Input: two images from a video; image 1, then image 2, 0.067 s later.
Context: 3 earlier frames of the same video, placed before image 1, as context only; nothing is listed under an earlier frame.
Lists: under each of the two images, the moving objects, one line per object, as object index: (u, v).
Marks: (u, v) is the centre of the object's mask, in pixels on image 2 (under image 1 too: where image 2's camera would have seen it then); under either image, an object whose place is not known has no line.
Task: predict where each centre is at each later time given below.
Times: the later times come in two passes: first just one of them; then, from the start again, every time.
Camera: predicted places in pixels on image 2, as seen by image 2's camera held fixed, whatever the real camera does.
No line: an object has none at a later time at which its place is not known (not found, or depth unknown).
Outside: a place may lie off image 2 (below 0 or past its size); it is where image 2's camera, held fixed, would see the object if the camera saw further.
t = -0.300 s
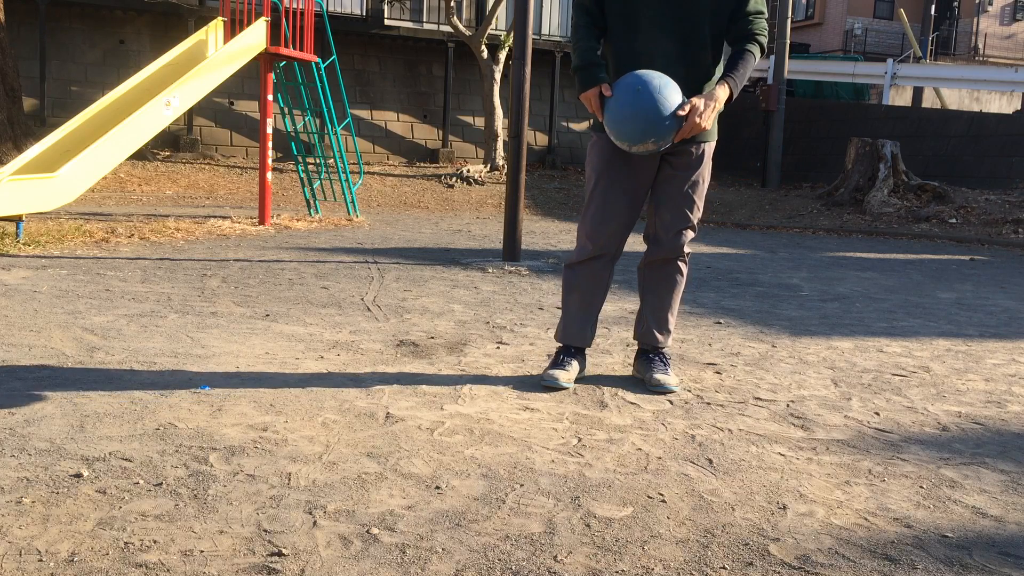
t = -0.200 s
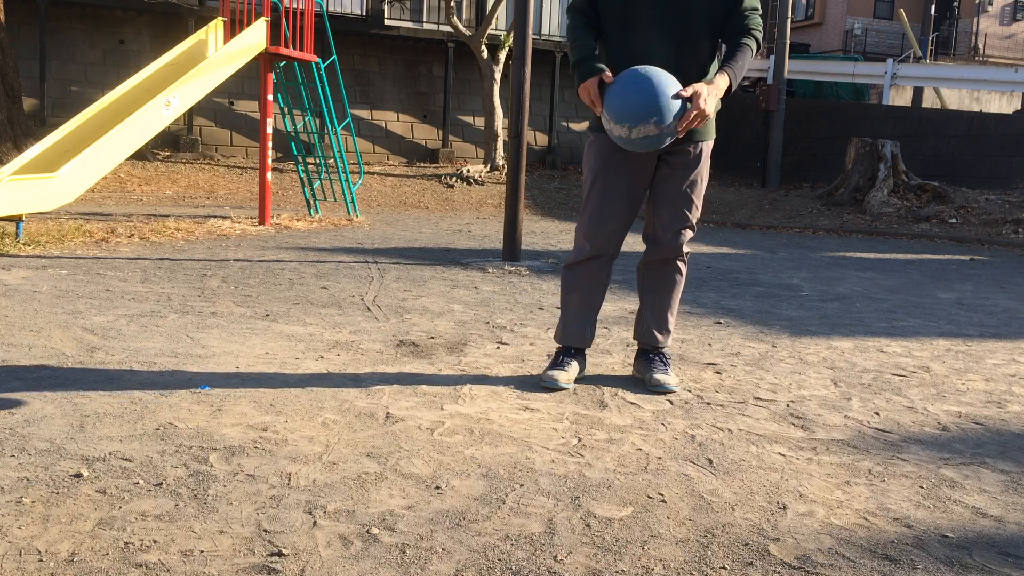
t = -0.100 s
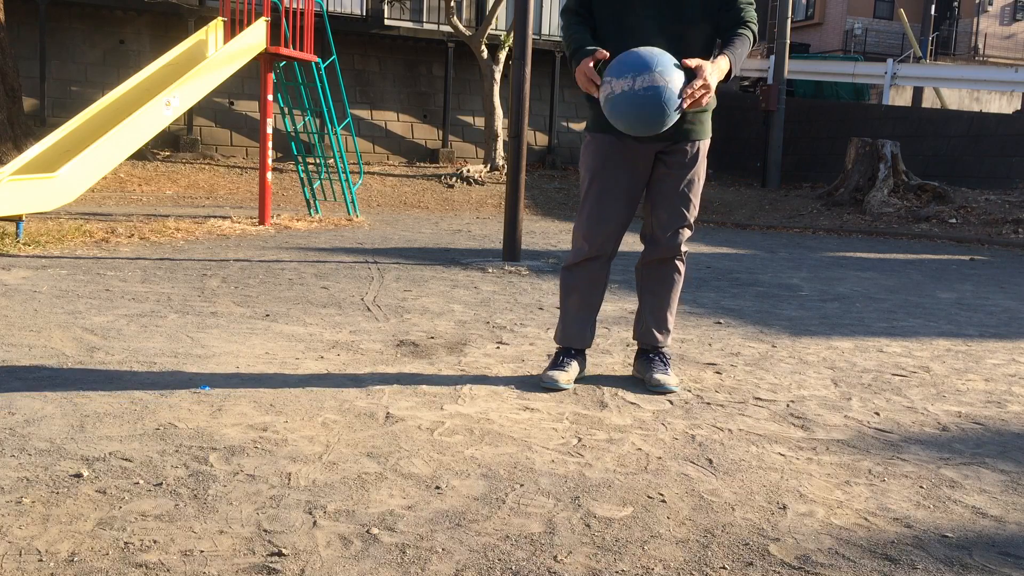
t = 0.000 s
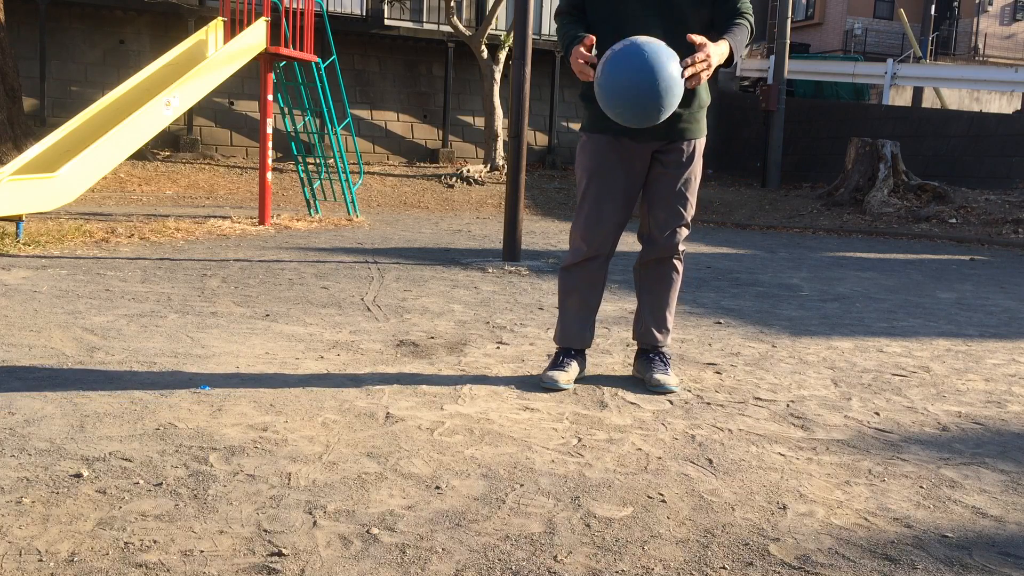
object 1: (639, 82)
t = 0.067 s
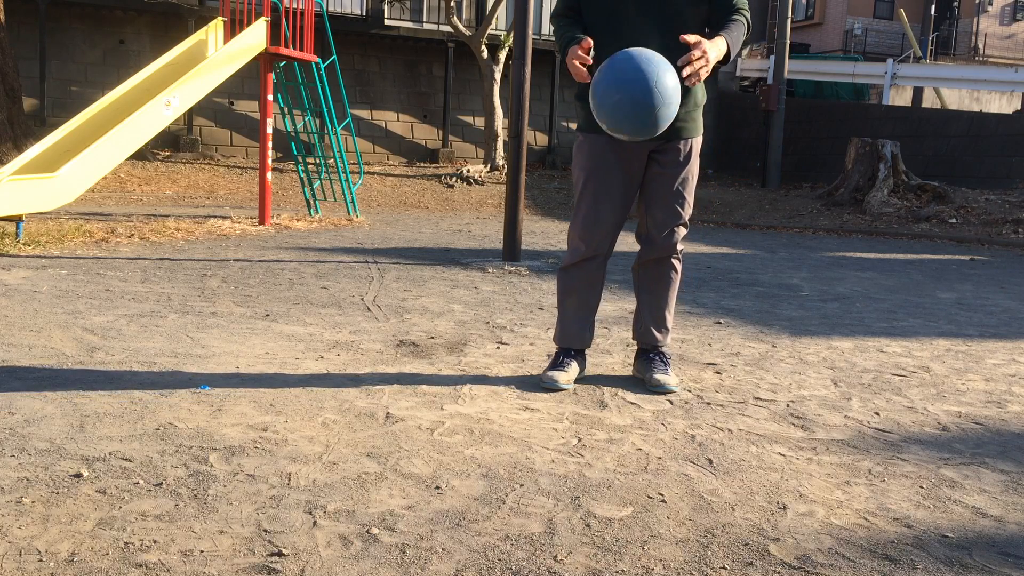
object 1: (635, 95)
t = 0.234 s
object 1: (618, 210)
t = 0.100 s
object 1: (632, 108)
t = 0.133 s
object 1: (629, 126)
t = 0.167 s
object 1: (626, 149)
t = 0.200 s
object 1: (622, 177)
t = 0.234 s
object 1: (618, 210)
